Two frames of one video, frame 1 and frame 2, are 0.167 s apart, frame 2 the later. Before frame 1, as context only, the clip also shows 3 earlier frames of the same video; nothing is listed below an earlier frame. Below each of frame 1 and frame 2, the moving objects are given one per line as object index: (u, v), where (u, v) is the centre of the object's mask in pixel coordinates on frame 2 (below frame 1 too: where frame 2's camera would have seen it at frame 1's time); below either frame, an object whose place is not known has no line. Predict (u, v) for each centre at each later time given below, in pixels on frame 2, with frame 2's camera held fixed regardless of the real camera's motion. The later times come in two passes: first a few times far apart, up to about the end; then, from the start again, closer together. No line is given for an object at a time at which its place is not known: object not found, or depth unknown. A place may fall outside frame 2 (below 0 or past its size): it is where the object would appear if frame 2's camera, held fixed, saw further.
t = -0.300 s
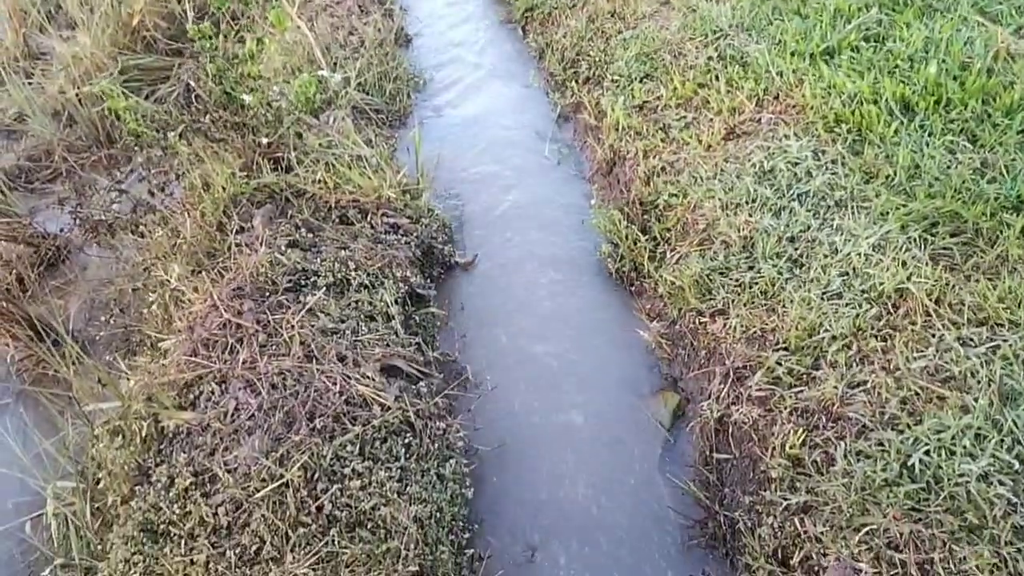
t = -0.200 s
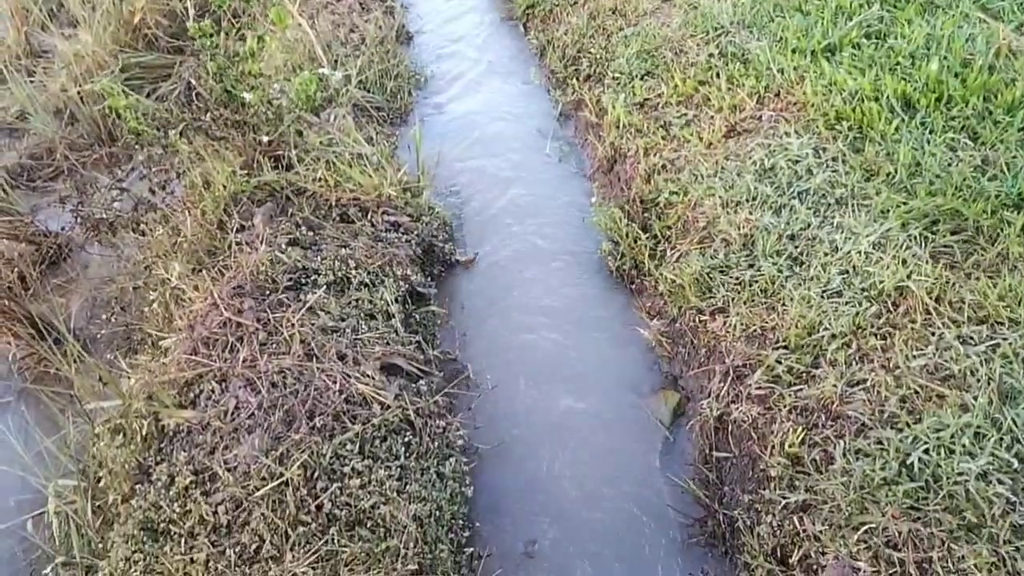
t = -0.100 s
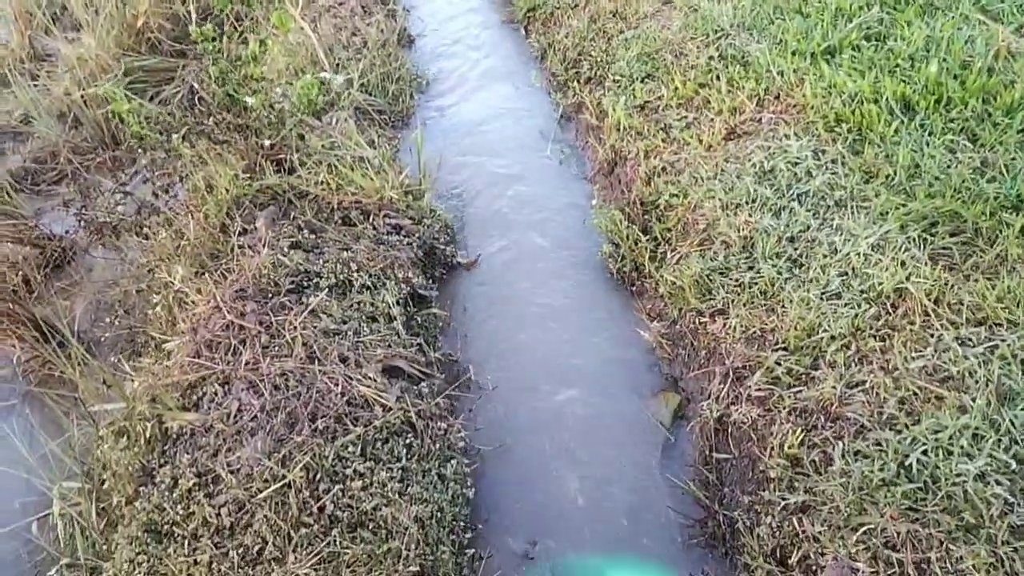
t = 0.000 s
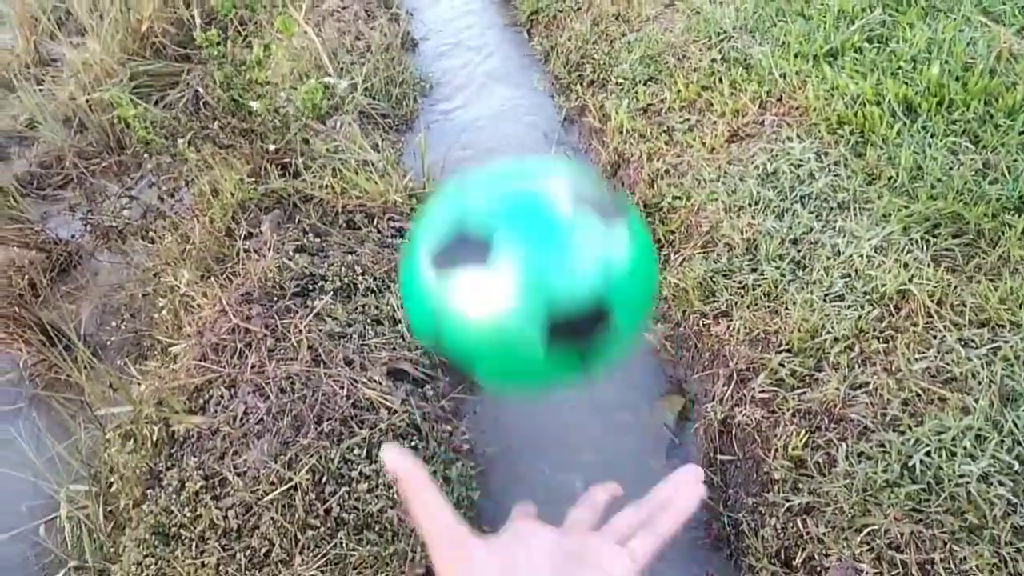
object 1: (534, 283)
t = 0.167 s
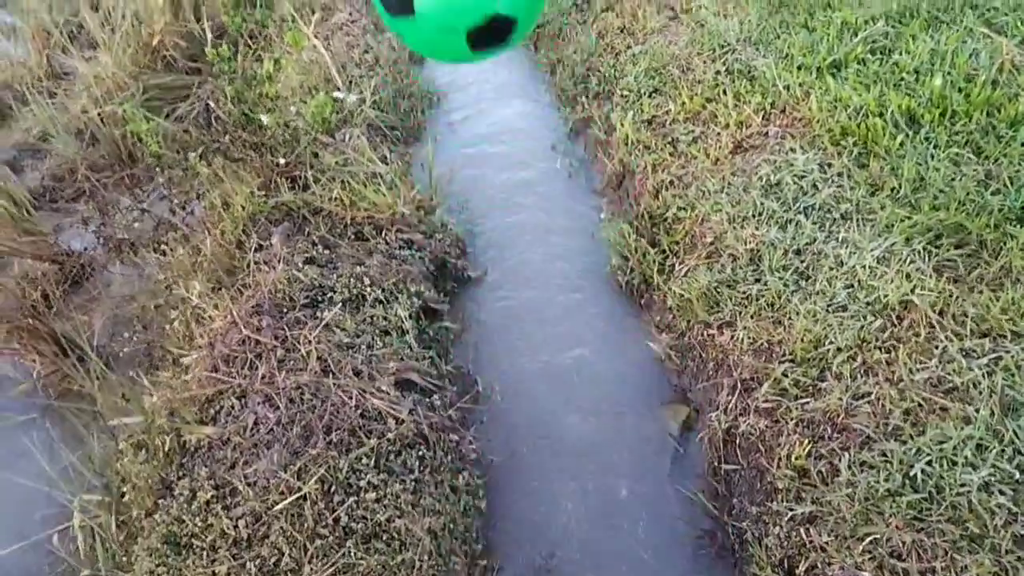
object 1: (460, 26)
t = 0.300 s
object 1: (451, 12)
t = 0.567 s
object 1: (490, 214)
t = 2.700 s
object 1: (505, 52)
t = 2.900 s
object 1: (515, 38)
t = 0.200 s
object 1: (454, 16)
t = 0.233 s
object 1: (451, 11)
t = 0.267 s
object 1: (451, 10)
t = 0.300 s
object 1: (451, 12)
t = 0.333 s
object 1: (452, 17)
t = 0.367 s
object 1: (455, 26)
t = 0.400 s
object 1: (459, 41)
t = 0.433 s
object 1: (464, 72)
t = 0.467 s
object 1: (470, 108)
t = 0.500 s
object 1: (476, 143)
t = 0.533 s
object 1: (485, 179)
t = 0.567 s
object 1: (490, 214)
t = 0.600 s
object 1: (495, 246)
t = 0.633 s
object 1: (494, 244)
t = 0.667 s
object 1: (495, 240)
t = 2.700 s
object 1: (505, 52)
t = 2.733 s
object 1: (507, 50)
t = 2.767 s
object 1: (509, 47)
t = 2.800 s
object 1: (510, 45)
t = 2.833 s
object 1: (511, 42)
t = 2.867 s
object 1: (513, 40)
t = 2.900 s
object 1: (515, 38)
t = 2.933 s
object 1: (516, 36)
